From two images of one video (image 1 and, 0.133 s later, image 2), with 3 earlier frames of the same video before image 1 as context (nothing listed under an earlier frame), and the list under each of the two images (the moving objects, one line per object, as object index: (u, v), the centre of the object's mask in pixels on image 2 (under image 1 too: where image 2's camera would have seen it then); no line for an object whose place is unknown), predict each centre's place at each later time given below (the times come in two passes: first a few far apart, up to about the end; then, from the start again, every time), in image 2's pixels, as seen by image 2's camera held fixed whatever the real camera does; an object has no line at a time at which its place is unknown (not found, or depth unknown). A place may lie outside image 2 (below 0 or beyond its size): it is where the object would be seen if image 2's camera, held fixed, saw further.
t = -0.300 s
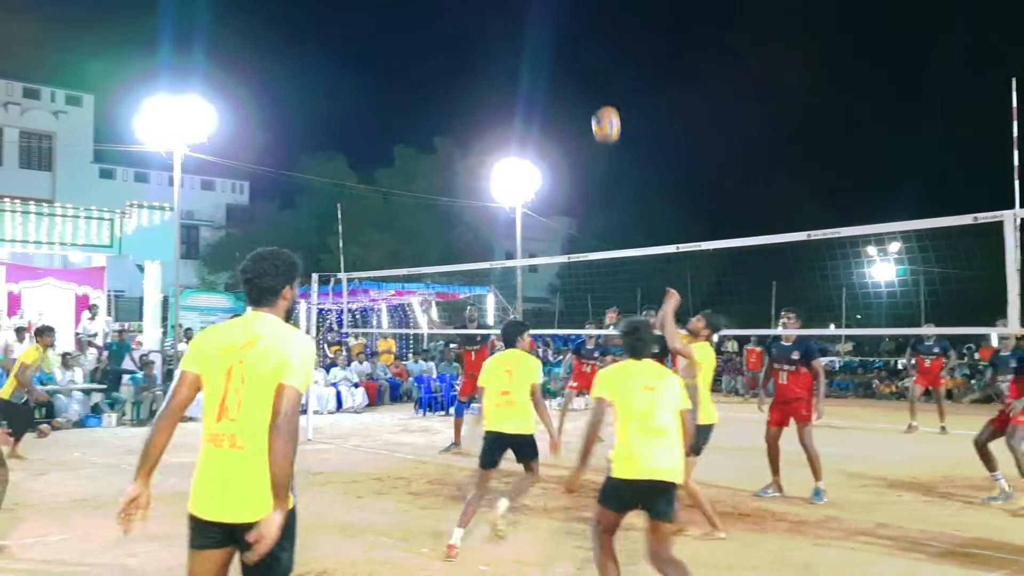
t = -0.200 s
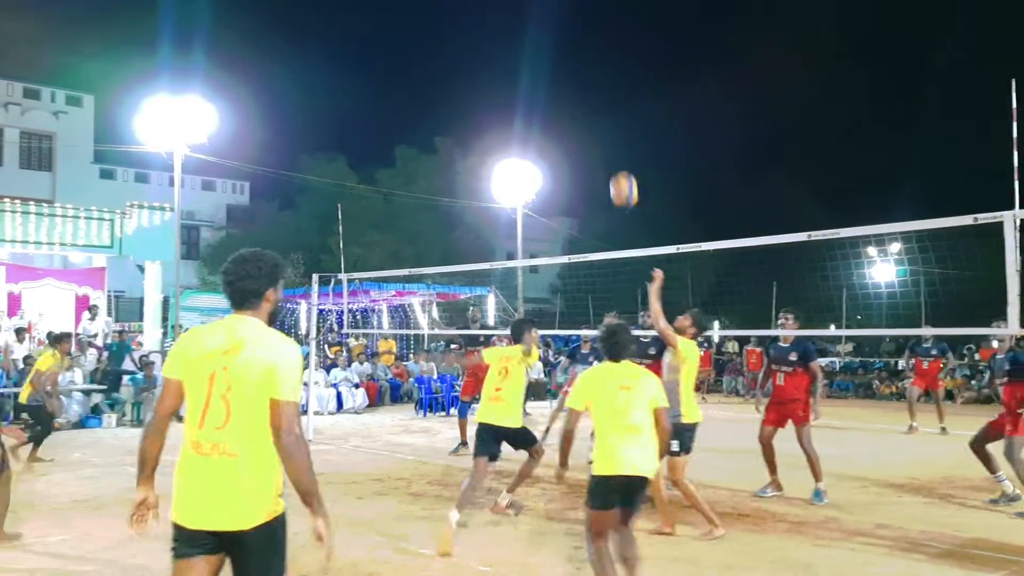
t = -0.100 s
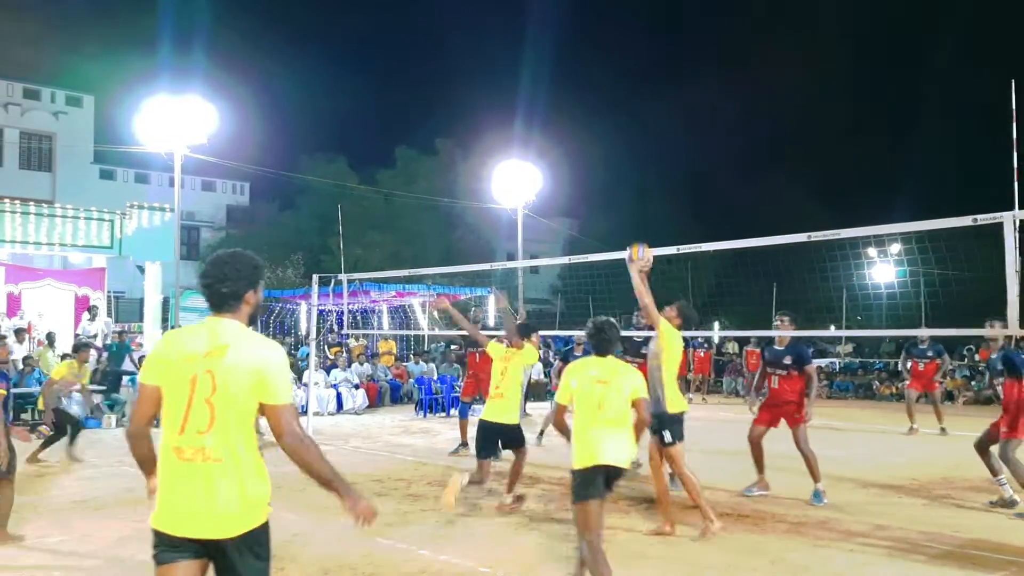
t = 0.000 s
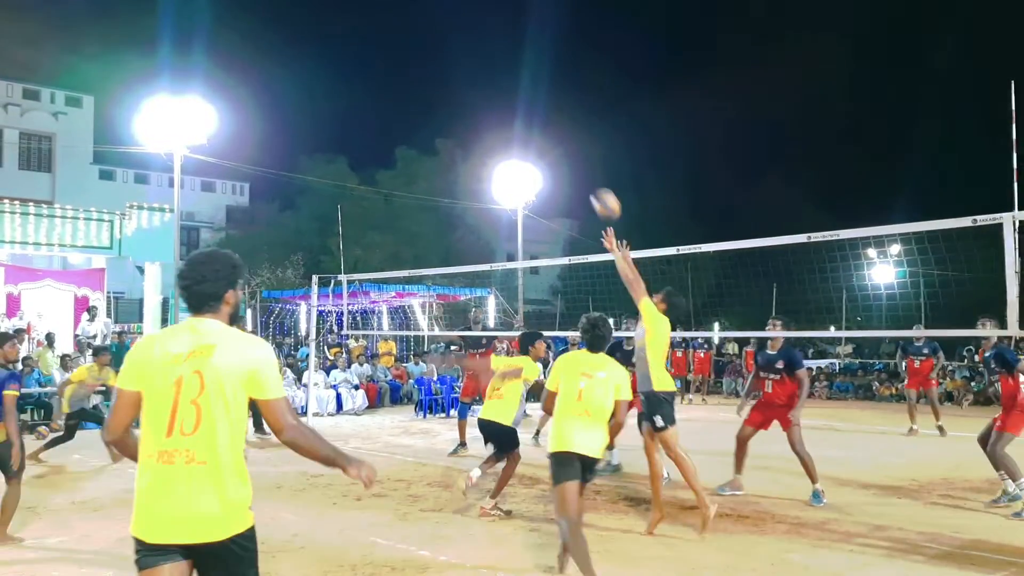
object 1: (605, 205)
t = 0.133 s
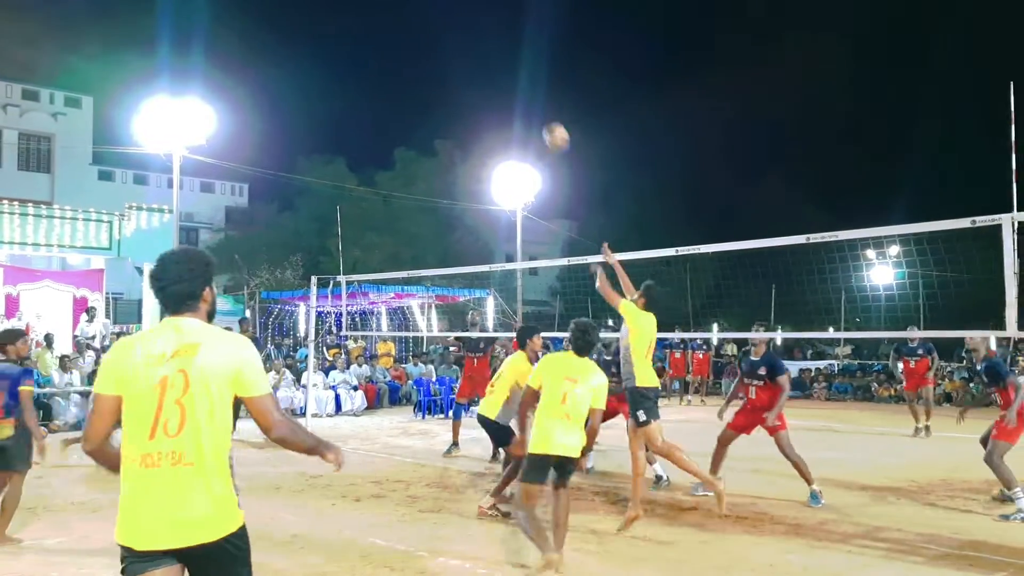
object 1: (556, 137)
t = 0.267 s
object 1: (514, 96)
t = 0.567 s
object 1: (434, 75)
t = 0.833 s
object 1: (382, 120)
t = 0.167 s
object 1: (545, 124)
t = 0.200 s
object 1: (535, 114)
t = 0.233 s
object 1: (524, 104)
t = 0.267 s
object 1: (514, 96)
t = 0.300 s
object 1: (504, 89)
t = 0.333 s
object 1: (494, 83)
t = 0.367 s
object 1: (485, 79)
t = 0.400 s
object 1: (476, 76)
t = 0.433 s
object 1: (467, 73)
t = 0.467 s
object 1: (459, 72)
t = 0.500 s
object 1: (450, 72)
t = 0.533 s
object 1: (442, 73)
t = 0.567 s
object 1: (434, 75)
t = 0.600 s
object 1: (427, 78)
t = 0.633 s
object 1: (419, 82)
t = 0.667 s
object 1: (412, 86)
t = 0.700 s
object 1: (406, 91)
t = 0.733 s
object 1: (399, 97)
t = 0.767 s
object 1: (393, 104)
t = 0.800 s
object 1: (387, 112)
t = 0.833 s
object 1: (382, 120)
